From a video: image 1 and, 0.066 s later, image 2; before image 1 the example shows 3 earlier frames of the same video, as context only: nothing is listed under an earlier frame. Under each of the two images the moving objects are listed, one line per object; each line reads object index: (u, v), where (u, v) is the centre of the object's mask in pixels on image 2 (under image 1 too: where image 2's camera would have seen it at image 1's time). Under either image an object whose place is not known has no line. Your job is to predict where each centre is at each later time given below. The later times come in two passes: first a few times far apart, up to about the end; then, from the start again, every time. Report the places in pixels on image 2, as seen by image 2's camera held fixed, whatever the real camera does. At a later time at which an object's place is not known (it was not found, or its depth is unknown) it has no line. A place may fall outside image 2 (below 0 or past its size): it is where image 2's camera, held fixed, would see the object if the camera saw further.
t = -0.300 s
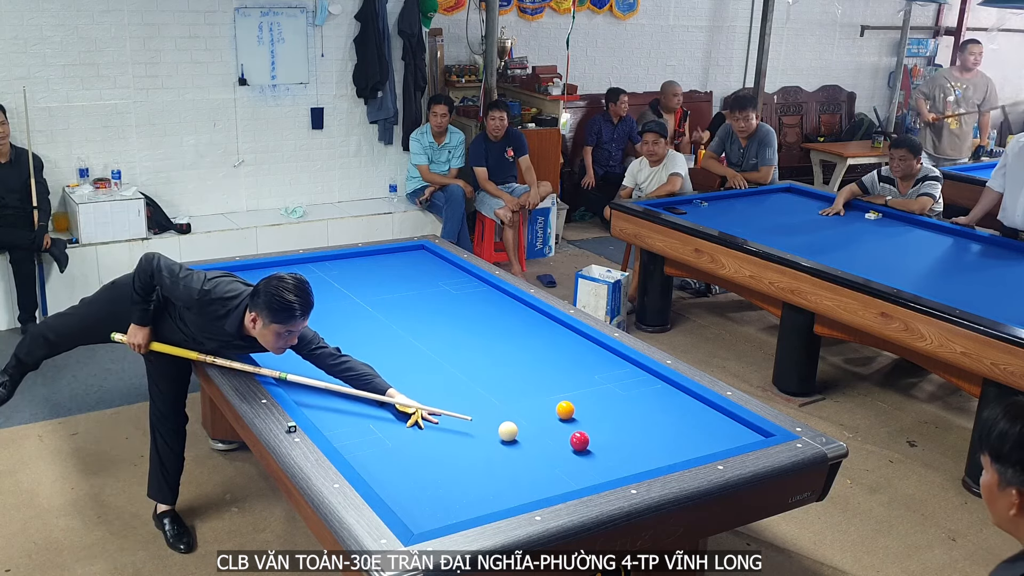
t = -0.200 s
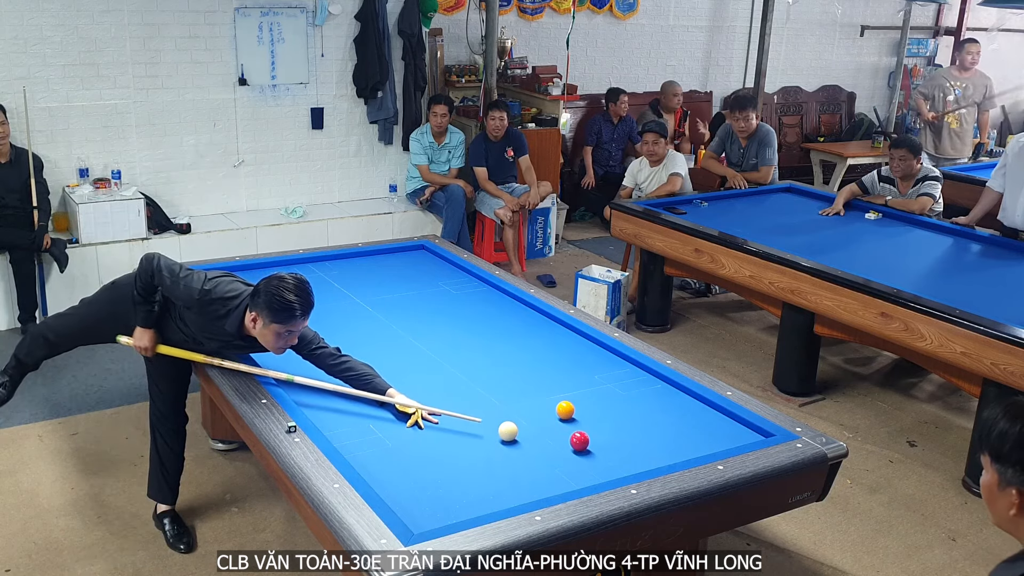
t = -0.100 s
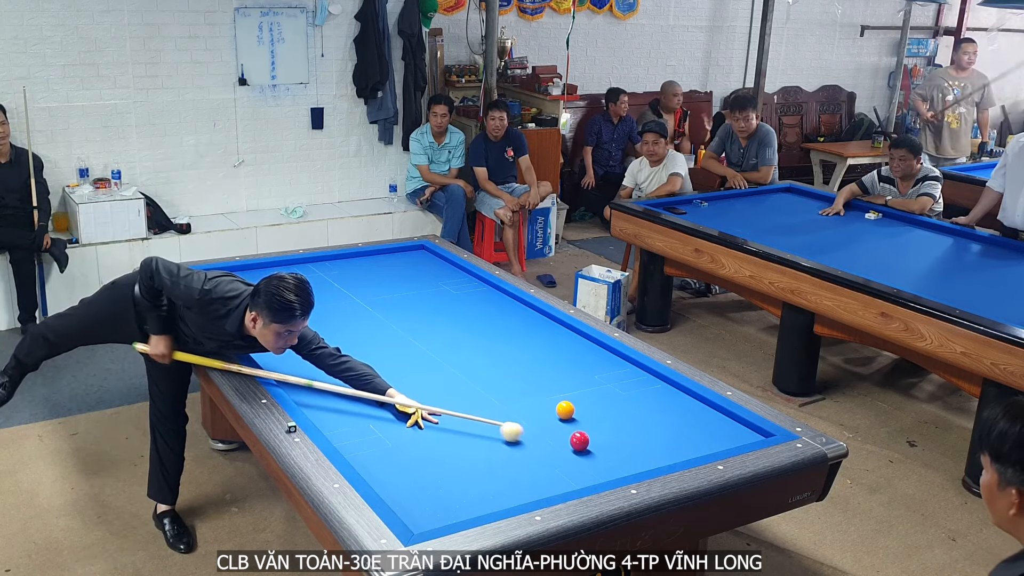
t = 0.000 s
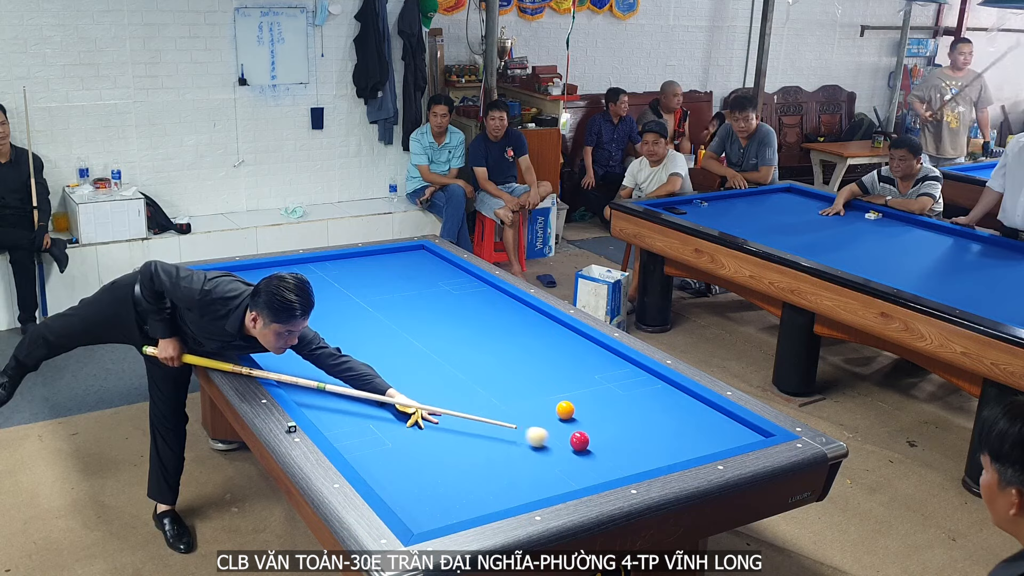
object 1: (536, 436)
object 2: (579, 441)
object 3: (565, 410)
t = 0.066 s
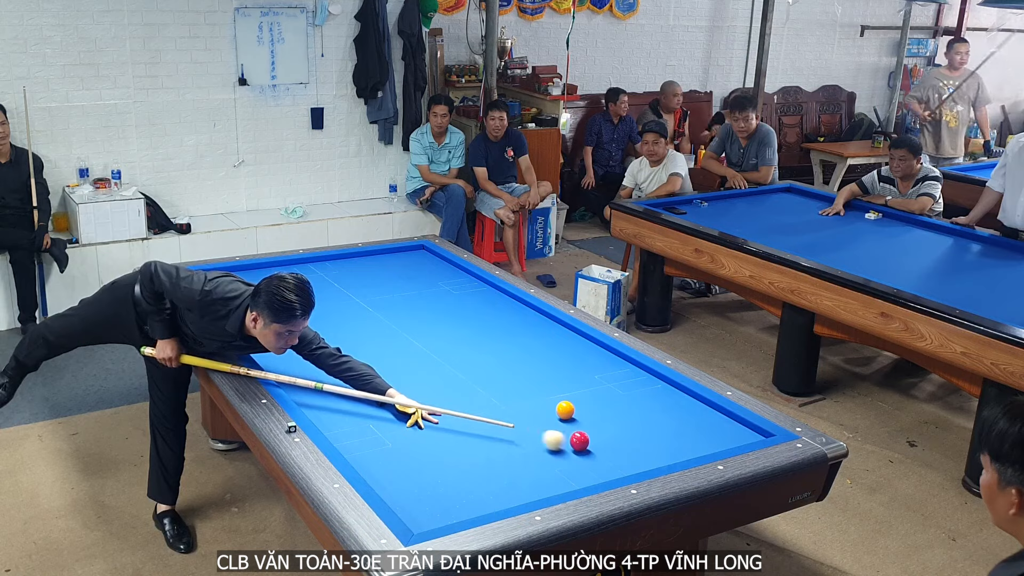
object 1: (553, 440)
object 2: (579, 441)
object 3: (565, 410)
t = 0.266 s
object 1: (571, 450)
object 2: (612, 441)
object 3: (565, 410)
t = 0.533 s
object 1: (593, 465)
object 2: (652, 440)
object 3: (565, 410)
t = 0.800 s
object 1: (608, 472)
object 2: (690, 440)
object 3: (565, 410)
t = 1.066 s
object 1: (602, 464)
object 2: (726, 440)
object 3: (565, 410)
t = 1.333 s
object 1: (595, 455)
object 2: (754, 434)
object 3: (565, 410)
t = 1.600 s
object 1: (589, 447)
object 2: (747, 434)
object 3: (565, 410)
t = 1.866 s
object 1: (583, 440)
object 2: (731, 434)
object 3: (565, 410)
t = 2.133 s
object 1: (577, 433)
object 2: (715, 435)
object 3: (565, 410)
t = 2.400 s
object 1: (573, 426)
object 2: (700, 434)
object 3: (565, 409)
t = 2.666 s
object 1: (568, 421)
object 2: (686, 434)
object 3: (565, 407)
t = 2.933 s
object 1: (564, 418)
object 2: (672, 434)
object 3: (565, 405)
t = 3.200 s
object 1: (561, 416)
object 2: (660, 434)
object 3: (564, 403)
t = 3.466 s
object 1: (559, 416)
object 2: (648, 434)
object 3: (564, 402)
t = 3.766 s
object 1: (557, 415)
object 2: (635, 434)
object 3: (563, 400)
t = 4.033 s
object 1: (557, 415)
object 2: (625, 434)
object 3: (562, 399)
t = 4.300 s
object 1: (557, 415)
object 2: (616, 433)
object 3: (562, 398)
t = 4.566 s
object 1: (557, 415)
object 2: (607, 433)
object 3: (561, 398)
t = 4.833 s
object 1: (557, 415)
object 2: (600, 433)
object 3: (561, 397)
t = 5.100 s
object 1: (557, 415)
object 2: (593, 432)
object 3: (561, 397)
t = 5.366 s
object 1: (557, 415)
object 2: (586, 432)
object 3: (561, 397)
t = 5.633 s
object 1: (557, 415)
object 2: (581, 431)
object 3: (561, 397)
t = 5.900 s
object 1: (557, 415)
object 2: (577, 431)
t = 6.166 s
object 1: (557, 415)
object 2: (574, 429)
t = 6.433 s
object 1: (557, 415)
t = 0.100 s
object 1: (560, 442)
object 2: (582, 441)
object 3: (565, 410)
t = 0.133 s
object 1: (561, 444)
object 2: (589, 440)
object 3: (565, 410)
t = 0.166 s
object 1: (563, 445)
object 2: (595, 441)
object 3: (565, 410)
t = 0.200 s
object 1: (565, 447)
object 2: (601, 441)
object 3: (565, 410)
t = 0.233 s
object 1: (568, 449)
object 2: (607, 441)
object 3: (565, 410)
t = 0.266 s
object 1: (571, 450)
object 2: (612, 441)
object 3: (565, 410)
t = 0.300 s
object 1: (574, 452)
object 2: (617, 441)
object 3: (565, 410)
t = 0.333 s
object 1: (577, 454)
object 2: (622, 441)
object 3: (565, 410)
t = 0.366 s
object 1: (579, 456)
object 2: (627, 441)
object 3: (565, 410)
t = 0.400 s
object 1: (582, 457)
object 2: (632, 440)
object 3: (565, 410)
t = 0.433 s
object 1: (585, 460)
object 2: (637, 441)
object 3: (565, 410)
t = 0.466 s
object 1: (588, 461)
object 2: (642, 441)
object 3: (565, 410)
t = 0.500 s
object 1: (590, 463)
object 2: (646, 441)
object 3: (565, 410)
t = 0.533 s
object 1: (593, 465)
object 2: (652, 440)
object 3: (565, 410)
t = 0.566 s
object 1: (596, 467)
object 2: (656, 441)
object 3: (565, 410)
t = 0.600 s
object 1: (599, 468)
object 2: (661, 440)
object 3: (565, 410)
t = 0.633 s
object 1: (602, 470)
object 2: (666, 440)
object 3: (565, 410)
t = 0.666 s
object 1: (604, 471)
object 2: (671, 440)
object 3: (565, 410)
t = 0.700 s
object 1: (607, 472)
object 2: (676, 441)
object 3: (565, 410)
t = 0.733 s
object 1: (610, 473)
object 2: (680, 440)
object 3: (565, 410)
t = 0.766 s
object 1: (610, 473)
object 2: (685, 441)
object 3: (565, 410)
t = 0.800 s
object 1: (608, 472)
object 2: (690, 440)
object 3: (565, 410)
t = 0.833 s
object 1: (608, 471)
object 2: (694, 440)
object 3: (565, 410)
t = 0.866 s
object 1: (607, 471)
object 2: (699, 440)
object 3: (565, 410)
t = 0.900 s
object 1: (606, 470)
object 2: (704, 440)
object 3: (565, 410)
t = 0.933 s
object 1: (605, 469)
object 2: (708, 440)
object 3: (565, 410)
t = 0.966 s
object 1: (604, 467)
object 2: (713, 440)
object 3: (565, 410)
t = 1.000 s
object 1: (603, 466)
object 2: (717, 440)
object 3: (565, 410)
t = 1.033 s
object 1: (603, 465)
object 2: (722, 440)
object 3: (565, 410)
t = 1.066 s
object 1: (602, 464)
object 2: (726, 440)
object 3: (565, 410)
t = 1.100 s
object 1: (601, 463)
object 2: (731, 439)
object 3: (565, 410)
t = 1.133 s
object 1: (600, 462)
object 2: (735, 439)
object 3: (565, 410)
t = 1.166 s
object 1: (599, 460)
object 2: (740, 438)
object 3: (565, 410)
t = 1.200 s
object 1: (598, 460)
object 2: (744, 438)
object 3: (565, 410)
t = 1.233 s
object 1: (598, 459)
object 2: (748, 437)
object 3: (565, 410)
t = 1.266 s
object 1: (597, 457)
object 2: (750, 436)
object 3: (565, 410)
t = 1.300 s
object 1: (596, 456)
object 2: (752, 435)
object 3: (565, 410)
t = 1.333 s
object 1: (595, 455)
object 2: (754, 434)
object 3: (565, 410)
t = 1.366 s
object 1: (594, 454)
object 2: (756, 434)
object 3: (565, 410)
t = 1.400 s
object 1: (593, 453)
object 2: (758, 433)
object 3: (565, 410)
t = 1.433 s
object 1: (593, 452)
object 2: (758, 432)
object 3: (565, 410)
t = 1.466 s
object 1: (592, 451)
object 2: (756, 433)
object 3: (565, 410)
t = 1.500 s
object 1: (591, 450)
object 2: (754, 433)
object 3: (565, 410)
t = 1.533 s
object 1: (590, 449)
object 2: (751, 433)
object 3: (565, 410)
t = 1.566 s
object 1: (589, 448)
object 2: (749, 434)
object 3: (565, 410)
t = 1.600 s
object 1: (589, 447)
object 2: (747, 434)
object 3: (565, 410)
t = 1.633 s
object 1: (588, 446)
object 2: (745, 434)
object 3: (565, 410)
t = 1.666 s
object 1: (587, 445)
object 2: (743, 434)
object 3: (565, 410)
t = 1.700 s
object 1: (586, 444)
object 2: (741, 434)
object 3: (565, 410)
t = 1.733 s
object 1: (586, 443)
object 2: (739, 434)
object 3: (565, 410)
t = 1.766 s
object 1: (585, 443)
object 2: (737, 434)
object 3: (565, 410)
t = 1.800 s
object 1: (584, 442)
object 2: (735, 435)
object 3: (565, 410)
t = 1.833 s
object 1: (583, 440)
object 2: (733, 434)
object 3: (565, 410)
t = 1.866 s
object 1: (583, 440)
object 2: (731, 434)
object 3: (565, 410)
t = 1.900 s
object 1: (582, 439)
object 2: (729, 435)
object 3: (565, 410)
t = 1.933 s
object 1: (581, 438)
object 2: (727, 435)
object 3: (565, 410)
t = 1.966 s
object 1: (581, 437)
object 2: (725, 435)
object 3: (565, 410)
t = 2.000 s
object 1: (580, 436)
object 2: (723, 435)
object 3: (565, 410)
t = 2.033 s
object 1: (579, 435)
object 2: (721, 435)
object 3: (565, 410)
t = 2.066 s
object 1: (579, 434)
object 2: (719, 435)
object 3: (565, 410)
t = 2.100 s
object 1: (578, 434)
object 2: (717, 435)
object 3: (565, 410)
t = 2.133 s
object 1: (577, 433)
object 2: (715, 435)
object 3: (565, 410)
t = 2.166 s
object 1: (577, 432)
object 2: (713, 435)
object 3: (565, 410)
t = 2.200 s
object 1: (576, 431)
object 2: (711, 435)
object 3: (565, 410)
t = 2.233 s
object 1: (576, 430)
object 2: (709, 434)
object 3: (565, 410)
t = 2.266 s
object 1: (575, 430)
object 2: (707, 435)
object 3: (565, 410)
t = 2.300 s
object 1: (574, 429)
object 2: (706, 435)
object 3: (565, 410)
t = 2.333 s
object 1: (574, 428)
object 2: (704, 435)
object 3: (565, 410)
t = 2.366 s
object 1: (573, 427)
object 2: (702, 435)
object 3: (565, 410)
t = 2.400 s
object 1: (573, 426)
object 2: (700, 434)
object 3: (565, 409)
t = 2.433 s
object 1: (572, 426)
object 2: (698, 435)
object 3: (565, 409)
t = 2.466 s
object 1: (571, 425)
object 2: (696, 435)
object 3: (565, 409)
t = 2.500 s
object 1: (571, 424)
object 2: (695, 435)
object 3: (565, 409)
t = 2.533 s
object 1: (570, 423)
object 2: (693, 434)
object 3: (565, 408)
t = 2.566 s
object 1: (569, 423)
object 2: (691, 435)
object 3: (564, 408)
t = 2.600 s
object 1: (569, 422)
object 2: (689, 435)
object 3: (564, 408)
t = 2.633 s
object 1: (568, 422)
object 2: (687, 435)
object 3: (564, 408)
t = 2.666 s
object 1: (568, 421)
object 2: (686, 434)
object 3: (565, 407)
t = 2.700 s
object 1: (567, 420)
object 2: (684, 434)
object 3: (565, 407)
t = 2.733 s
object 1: (567, 419)
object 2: (682, 434)
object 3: (565, 406)
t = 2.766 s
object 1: (566, 419)
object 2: (681, 434)
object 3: (565, 406)
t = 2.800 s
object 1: (566, 418)
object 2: (679, 435)
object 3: (565, 406)
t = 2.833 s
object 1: (565, 418)
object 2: (677, 434)
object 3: (565, 406)
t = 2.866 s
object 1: (565, 418)
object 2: (676, 435)
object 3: (565, 406)
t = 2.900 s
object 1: (564, 418)
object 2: (674, 435)
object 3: (565, 406)
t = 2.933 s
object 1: (564, 418)
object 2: (672, 434)
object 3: (565, 405)
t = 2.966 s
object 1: (564, 417)
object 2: (671, 434)
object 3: (565, 405)
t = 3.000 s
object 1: (563, 417)
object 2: (669, 435)
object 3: (565, 405)
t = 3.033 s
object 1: (563, 417)
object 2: (667, 434)
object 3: (565, 404)
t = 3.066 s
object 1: (562, 417)
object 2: (666, 435)
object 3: (565, 404)
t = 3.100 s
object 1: (562, 417)
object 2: (664, 434)
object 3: (565, 404)
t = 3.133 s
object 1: (562, 417)
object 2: (663, 434)
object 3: (565, 404)
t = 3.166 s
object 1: (561, 417)
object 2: (661, 435)
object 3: (565, 404)
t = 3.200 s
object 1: (561, 416)
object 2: (660, 434)
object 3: (564, 403)
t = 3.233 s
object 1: (561, 416)
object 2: (658, 435)
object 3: (564, 403)
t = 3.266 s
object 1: (560, 416)
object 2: (656, 434)
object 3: (564, 403)
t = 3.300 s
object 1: (560, 416)
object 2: (655, 434)
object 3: (564, 403)
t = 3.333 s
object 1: (560, 416)
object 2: (654, 434)
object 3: (564, 402)
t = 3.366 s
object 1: (560, 416)
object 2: (652, 434)
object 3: (564, 402)
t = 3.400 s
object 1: (559, 416)
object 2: (651, 434)
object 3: (564, 402)
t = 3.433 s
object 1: (559, 416)
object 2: (649, 434)
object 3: (564, 402)
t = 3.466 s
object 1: (559, 416)
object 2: (648, 434)
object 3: (564, 402)
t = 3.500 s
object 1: (559, 416)
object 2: (646, 434)
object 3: (564, 402)
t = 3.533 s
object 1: (559, 415)
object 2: (645, 434)
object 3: (563, 401)
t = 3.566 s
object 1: (559, 415)
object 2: (644, 434)
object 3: (563, 401)
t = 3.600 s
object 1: (558, 415)
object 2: (642, 434)
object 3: (563, 401)
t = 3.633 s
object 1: (558, 415)
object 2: (641, 434)
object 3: (563, 401)
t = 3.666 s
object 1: (558, 415)
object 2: (639, 434)
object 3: (563, 401)
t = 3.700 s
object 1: (558, 415)
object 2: (638, 434)
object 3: (563, 401)
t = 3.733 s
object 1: (558, 415)
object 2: (637, 434)
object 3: (563, 401)
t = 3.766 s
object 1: (557, 415)
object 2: (635, 434)
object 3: (563, 400)
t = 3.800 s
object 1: (557, 415)
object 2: (634, 434)
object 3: (563, 400)
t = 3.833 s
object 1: (557, 415)
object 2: (633, 434)
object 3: (563, 400)
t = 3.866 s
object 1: (557, 415)
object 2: (632, 434)
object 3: (563, 400)
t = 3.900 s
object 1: (557, 415)
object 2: (630, 434)
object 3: (562, 400)
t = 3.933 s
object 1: (557, 415)
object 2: (629, 434)
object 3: (563, 400)
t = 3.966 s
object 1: (557, 415)
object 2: (628, 434)
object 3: (562, 400)
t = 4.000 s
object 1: (557, 415)
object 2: (626, 434)
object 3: (562, 400)
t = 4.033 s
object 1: (557, 415)
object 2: (625, 434)
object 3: (562, 399)
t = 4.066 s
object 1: (557, 415)
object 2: (624, 434)
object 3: (562, 399)
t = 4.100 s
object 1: (557, 415)
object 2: (623, 434)
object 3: (562, 399)
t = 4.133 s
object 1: (557, 415)
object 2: (622, 434)
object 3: (562, 399)
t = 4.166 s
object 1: (557, 415)
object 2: (620, 434)
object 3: (562, 399)
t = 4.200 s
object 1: (557, 415)
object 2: (619, 434)
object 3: (562, 399)
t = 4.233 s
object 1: (557, 415)
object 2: (618, 434)
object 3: (562, 398)
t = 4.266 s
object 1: (557, 415)
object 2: (617, 433)
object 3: (562, 398)
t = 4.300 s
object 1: (557, 415)
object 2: (616, 433)
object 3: (562, 398)
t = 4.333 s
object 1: (557, 415)
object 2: (615, 434)
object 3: (562, 398)
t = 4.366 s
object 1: (557, 415)
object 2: (614, 434)
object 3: (562, 398)
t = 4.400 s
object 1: (557, 415)
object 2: (613, 433)
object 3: (562, 398)
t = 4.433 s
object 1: (557, 415)
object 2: (612, 433)
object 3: (562, 398)
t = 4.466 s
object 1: (557, 415)
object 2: (610, 433)
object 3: (561, 398)
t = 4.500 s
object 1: (557, 415)
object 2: (609, 433)
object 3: (561, 398)
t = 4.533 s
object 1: (557, 415)
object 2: (608, 433)
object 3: (561, 398)
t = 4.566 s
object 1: (557, 415)
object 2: (607, 433)
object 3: (561, 398)
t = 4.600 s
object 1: (557, 415)
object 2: (606, 433)
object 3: (561, 397)
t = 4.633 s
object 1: (557, 415)
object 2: (605, 433)
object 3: (561, 397)
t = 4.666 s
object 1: (557, 415)
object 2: (604, 433)
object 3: (561, 397)
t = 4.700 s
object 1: (557, 415)
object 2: (603, 433)
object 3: (561, 397)
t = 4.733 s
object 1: (557, 415)
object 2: (602, 433)
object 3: (561, 397)
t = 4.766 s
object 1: (557, 415)
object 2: (602, 433)
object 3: (561, 397)
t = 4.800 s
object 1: (557, 415)
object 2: (601, 433)
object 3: (561, 397)
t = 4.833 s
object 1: (557, 415)
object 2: (600, 433)
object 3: (561, 397)
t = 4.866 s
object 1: (557, 415)
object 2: (599, 433)
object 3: (561, 397)
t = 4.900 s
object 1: (557, 415)
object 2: (598, 432)
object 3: (561, 397)
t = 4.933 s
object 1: (557, 415)
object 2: (597, 432)
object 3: (561, 397)
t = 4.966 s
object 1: (557, 415)
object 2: (596, 432)
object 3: (561, 397)
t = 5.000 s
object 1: (557, 415)
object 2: (595, 432)
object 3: (561, 397)
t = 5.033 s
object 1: (557, 415)
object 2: (594, 432)
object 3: (561, 397)
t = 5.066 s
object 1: (557, 415)
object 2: (593, 432)
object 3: (561, 397)
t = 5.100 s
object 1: (557, 415)
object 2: (593, 432)
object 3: (561, 397)
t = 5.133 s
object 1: (557, 415)
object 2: (592, 432)
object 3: (561, 397)
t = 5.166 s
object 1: (557, 415)
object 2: (591, 432)
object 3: (561, 397)
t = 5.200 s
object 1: (557, 415)
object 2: (590, 432)
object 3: (561, 397)
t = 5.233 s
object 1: (557, 415)
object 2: (589, 432)
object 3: (561, 397)
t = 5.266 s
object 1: (557, 415)
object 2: (589, 432)
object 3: (561, 397)
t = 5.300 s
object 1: (557, 415)
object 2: (588, 432)
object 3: (561, 397)
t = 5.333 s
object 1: (557, 415)
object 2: (587, 432)
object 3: (561, 397)
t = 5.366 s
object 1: (557, 415)
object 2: (586, 432)
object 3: (561, 397)
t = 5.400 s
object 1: (557, 415)
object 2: (586, 432)
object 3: (561, 397)
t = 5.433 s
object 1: (557, 415)
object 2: (585, 432)
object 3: (561, 397)
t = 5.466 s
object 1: (557, 415)
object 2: (584, 432)
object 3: (561, 397)
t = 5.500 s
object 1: (557, 415)
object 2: (584, 432)
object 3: (561, 397)
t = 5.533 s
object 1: (557, 415)
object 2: (583, 431)
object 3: (561, 397)
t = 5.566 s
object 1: (557, 415)
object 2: (582, 431)
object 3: (561, 397)
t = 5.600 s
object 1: (557, 415)
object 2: (582, 432)
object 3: (561, 397)
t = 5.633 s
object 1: (557, 415)
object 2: (581, 431)
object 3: (561, 397)
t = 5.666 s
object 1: (557, 415)
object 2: (581, 431)
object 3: (561, 397)
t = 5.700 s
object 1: (557, 415)
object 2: (580, 431)
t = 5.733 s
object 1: (557, 415)
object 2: (580, 431)
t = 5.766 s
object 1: (557, 415)
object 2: (579, 431)
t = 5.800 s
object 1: (557, 415)
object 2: (579, 431)
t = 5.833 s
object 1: (557, 415)
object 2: (578, 431)
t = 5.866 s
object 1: (557, 415)
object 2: (577, 431)
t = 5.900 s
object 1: (557, 415)
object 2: (577, 431)
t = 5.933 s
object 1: (557, 415)
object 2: (576, 431)
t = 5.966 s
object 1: (557, 415)
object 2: (576, 429)
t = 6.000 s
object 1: (557, 415)
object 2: (575, 427)
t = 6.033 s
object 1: (557, 415)
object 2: (574, 427)
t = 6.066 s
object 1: (557, 415)
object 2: (574, 431)
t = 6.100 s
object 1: (557, 415)
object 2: (574, 431)
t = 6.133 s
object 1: (557, 415)
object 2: (574, 430)
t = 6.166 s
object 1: (557, 415)
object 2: (574, 429)
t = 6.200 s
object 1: (557, 415)
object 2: (573, 430)
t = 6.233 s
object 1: (557, 415)
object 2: (573, 430)
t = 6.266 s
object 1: (557, 415)
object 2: (572, 430)
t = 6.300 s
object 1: (557, 415)
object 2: (572, 430)
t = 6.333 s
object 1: (557, 415)
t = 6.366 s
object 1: (557, 415)
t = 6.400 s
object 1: (557, 415)
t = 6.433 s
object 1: (557, 415)
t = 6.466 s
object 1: (557, 415)
